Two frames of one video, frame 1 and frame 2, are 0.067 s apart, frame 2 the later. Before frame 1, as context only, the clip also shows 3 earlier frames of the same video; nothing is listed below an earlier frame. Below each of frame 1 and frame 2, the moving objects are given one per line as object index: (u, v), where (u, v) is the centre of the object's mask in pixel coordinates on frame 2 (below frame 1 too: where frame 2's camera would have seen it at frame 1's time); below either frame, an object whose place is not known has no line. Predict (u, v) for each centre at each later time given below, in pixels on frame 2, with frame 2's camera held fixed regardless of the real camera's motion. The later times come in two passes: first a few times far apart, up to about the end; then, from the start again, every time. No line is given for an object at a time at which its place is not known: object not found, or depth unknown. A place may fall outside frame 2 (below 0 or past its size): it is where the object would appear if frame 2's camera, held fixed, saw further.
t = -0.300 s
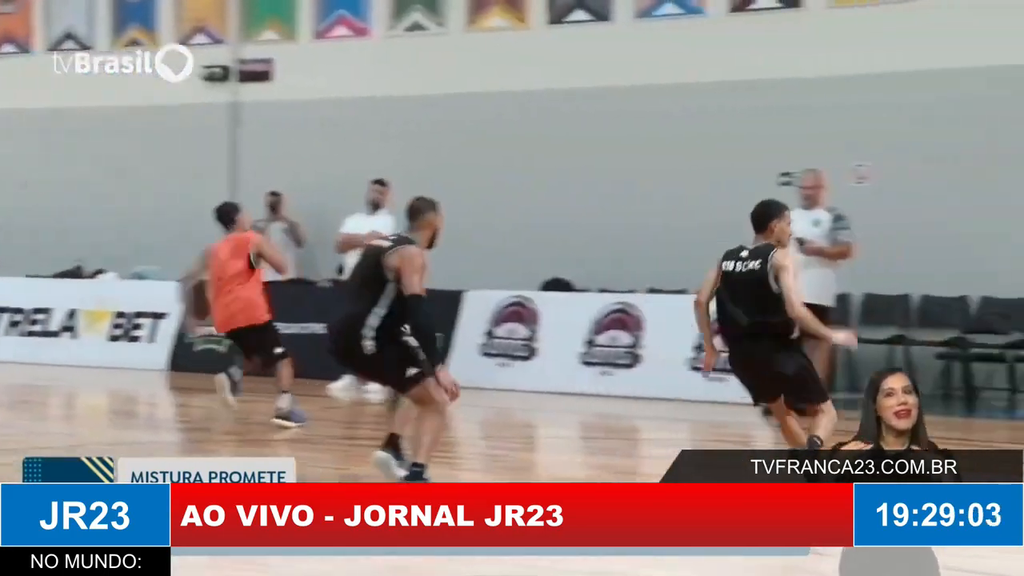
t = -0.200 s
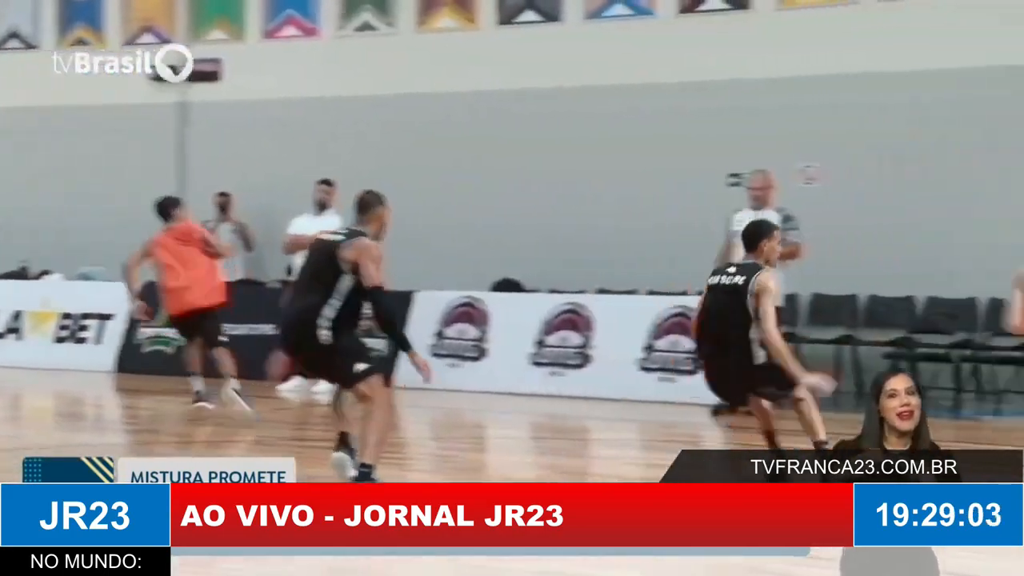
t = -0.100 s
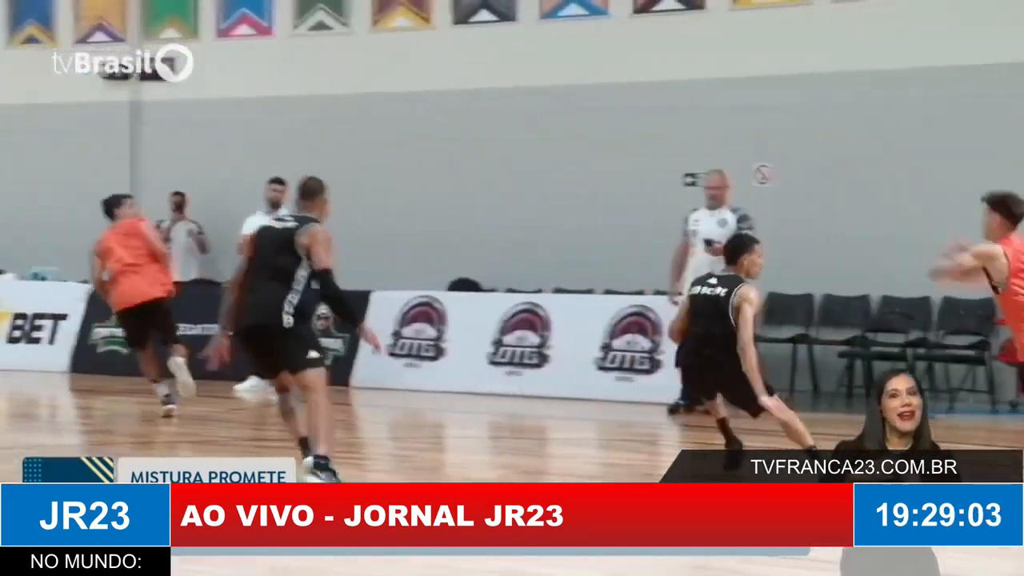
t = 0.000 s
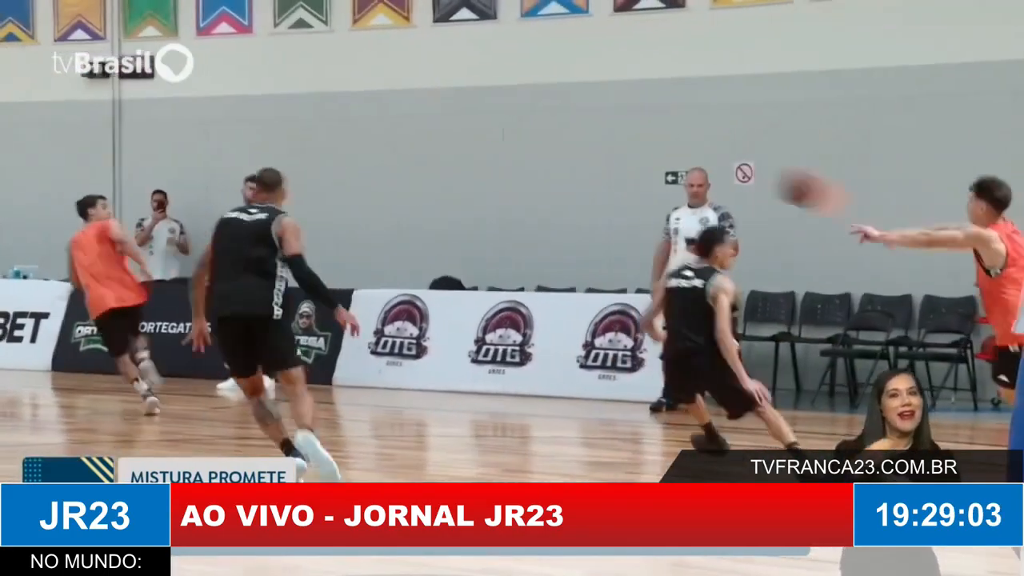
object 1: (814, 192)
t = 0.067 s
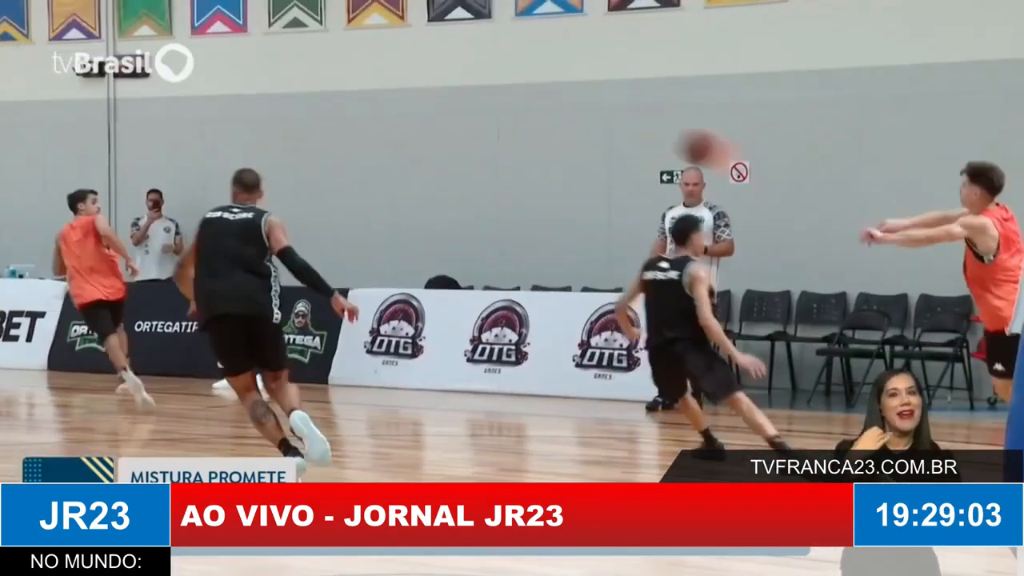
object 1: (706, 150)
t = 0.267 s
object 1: (459, 77)
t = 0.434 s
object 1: (275, 61)
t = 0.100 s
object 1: (662, 133)
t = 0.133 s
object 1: (619, 119)
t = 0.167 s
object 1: (578, 106)
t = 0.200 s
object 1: (538, 94)
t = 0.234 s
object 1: (496, 84)
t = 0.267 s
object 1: (459, 77)
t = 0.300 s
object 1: (411, 71)
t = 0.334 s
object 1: (376, 66)
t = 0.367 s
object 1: (340, 63)
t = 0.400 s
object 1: (307, 61)
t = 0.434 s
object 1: (275, 61)
